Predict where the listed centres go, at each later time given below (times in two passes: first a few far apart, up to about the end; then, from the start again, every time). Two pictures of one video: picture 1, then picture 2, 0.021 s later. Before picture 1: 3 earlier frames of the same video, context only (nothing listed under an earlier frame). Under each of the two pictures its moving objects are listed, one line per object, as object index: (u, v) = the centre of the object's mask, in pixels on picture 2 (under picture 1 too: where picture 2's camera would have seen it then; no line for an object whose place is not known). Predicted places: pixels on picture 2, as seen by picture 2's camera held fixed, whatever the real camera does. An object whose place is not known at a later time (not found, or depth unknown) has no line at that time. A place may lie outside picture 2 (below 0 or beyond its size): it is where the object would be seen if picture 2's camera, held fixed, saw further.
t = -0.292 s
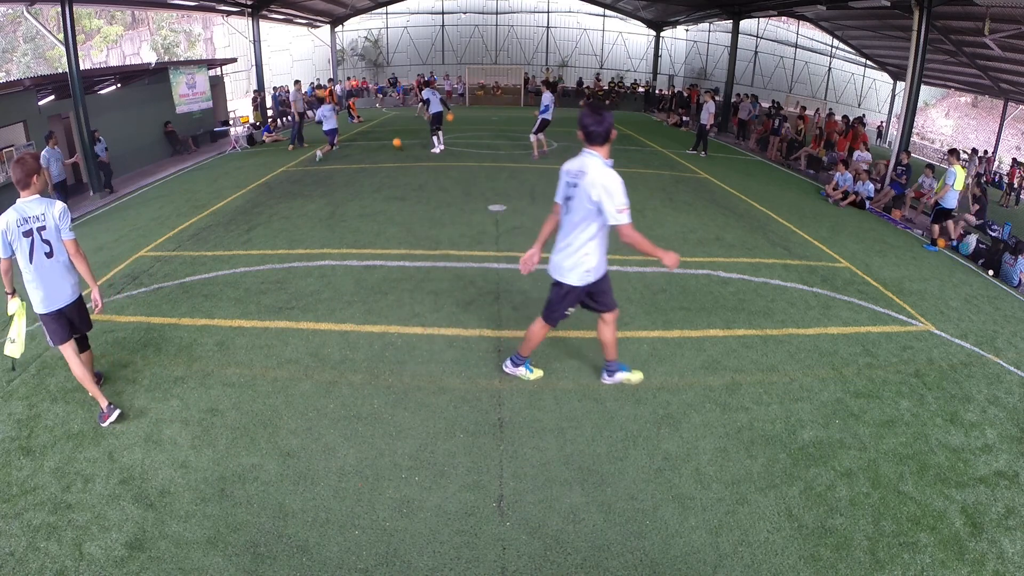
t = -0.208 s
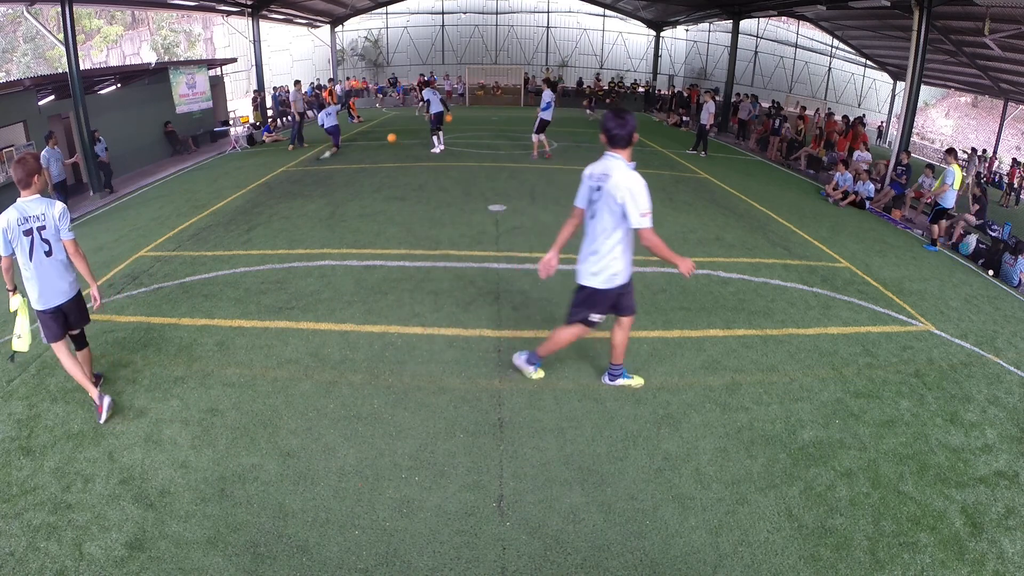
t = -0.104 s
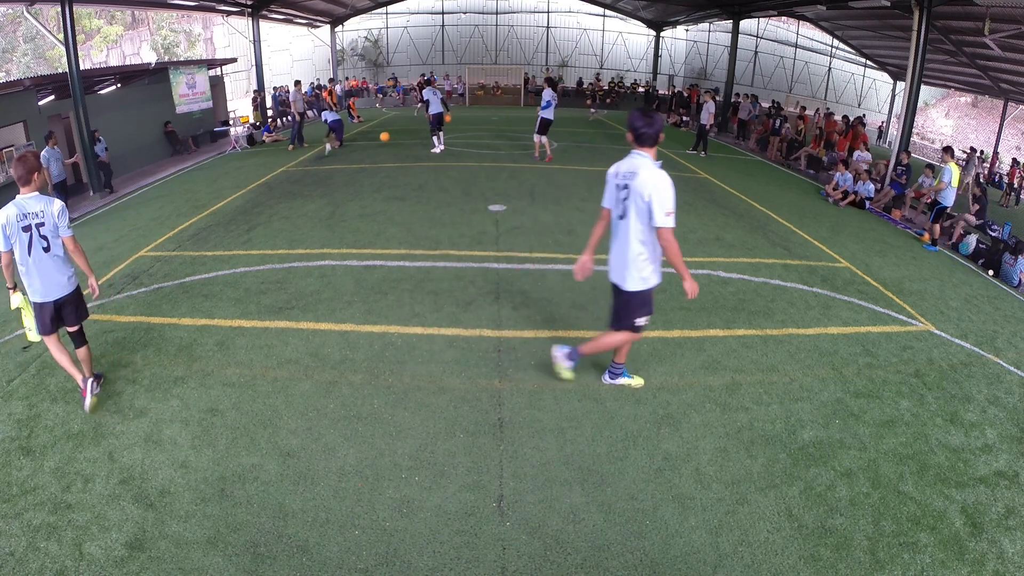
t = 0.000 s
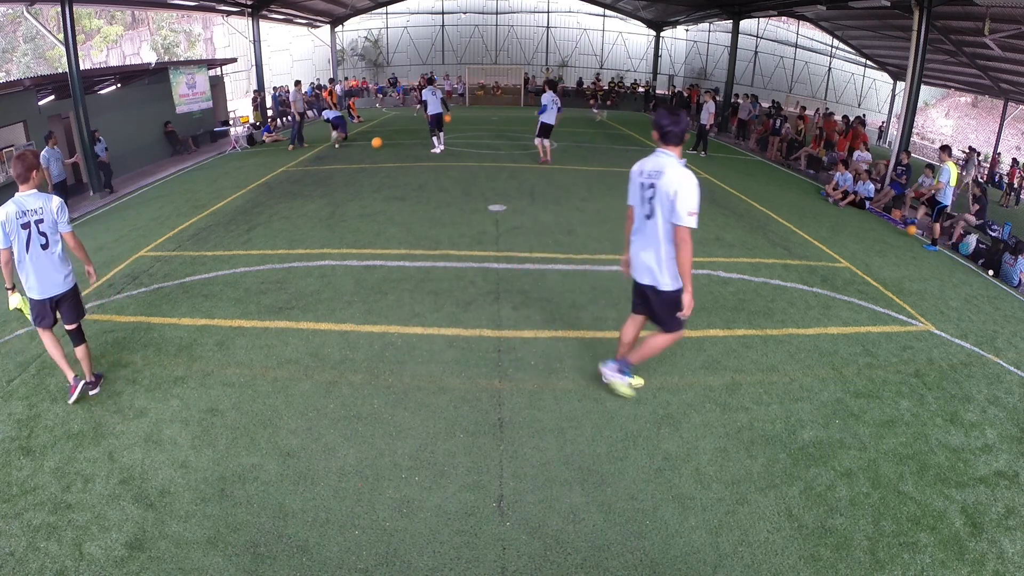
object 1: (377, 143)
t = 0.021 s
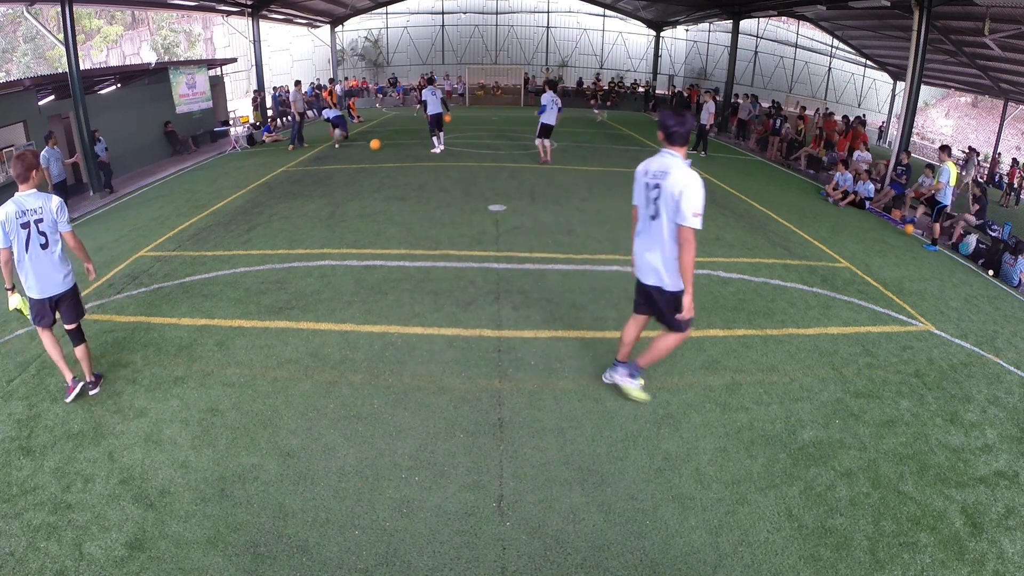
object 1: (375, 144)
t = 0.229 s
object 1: (357, 185)
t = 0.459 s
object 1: (328, 208)
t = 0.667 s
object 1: (291, 261)
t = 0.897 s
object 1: (227, 338)
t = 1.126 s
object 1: (141, 504)
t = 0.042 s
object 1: (373, 147)
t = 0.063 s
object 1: (372, 149)
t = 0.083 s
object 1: (370, 152)
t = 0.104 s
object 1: (368, 156)
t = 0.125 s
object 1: (366, 160)
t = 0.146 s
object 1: (364, 164)
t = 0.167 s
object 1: (362, 169)
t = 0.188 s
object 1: (361, 174)
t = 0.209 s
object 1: (359, 179)
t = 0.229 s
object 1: (357, 185)
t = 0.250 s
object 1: (355, 192)
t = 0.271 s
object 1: (353, 199)
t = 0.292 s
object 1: (351, 203)
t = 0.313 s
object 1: (348, 203)
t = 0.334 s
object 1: (346, 203)
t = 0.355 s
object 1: (343, 203)
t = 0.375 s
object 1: (340, 203)
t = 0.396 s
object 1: (337, 204)
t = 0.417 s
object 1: (334, 205)
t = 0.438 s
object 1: (331, 206)
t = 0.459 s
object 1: (328, 208)
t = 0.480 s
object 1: (324, 211)
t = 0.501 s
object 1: (321, 214)
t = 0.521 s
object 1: (317, 217)
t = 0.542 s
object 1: (314, 221)
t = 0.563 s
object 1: (310, 227)
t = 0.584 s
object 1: (307, 232)
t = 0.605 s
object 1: (303, 238)
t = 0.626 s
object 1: (299, 244)
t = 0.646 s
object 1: (295, 252)
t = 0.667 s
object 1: (291, 261)
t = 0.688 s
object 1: (287, 270)
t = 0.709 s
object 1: (283, 280)
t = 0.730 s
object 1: (279, 291)
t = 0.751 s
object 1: (274, 300)
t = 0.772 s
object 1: (269, 303)
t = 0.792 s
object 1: (262, 307)
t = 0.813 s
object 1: (256, 311)
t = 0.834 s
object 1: (249, 316)
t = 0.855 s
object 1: (242, 322)
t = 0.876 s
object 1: (234, 329)
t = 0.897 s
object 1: (227, 338)
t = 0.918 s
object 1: (219, 346)
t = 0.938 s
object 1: (211, 356)
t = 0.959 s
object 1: (203, 366)
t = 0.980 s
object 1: (195, 379)
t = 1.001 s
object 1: (187, 393)
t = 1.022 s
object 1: (179, 408)
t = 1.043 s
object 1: (171, 424)
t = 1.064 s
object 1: (163, 443)
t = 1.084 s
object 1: (155, 462)
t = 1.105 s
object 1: (148, 483)
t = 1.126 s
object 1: (141, 504)
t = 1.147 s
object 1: (128, 519)
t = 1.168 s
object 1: (115, 534)
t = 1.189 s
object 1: (101, 551)
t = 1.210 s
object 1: (90, 560)
